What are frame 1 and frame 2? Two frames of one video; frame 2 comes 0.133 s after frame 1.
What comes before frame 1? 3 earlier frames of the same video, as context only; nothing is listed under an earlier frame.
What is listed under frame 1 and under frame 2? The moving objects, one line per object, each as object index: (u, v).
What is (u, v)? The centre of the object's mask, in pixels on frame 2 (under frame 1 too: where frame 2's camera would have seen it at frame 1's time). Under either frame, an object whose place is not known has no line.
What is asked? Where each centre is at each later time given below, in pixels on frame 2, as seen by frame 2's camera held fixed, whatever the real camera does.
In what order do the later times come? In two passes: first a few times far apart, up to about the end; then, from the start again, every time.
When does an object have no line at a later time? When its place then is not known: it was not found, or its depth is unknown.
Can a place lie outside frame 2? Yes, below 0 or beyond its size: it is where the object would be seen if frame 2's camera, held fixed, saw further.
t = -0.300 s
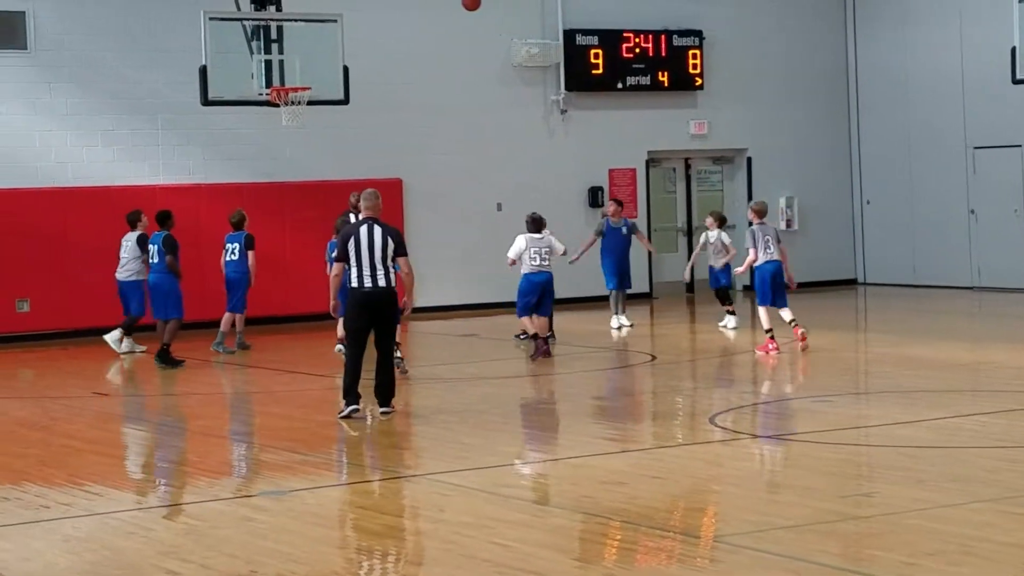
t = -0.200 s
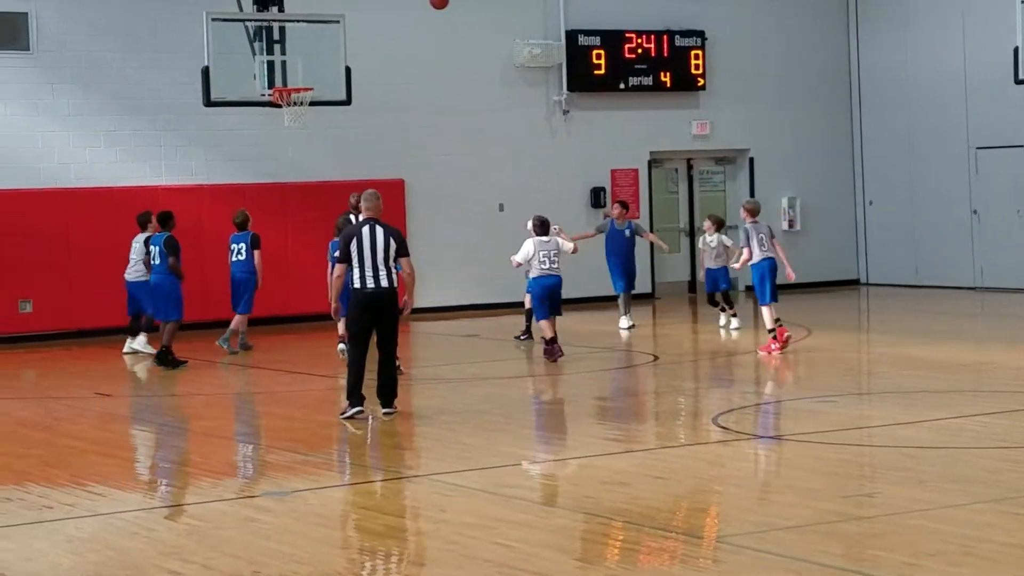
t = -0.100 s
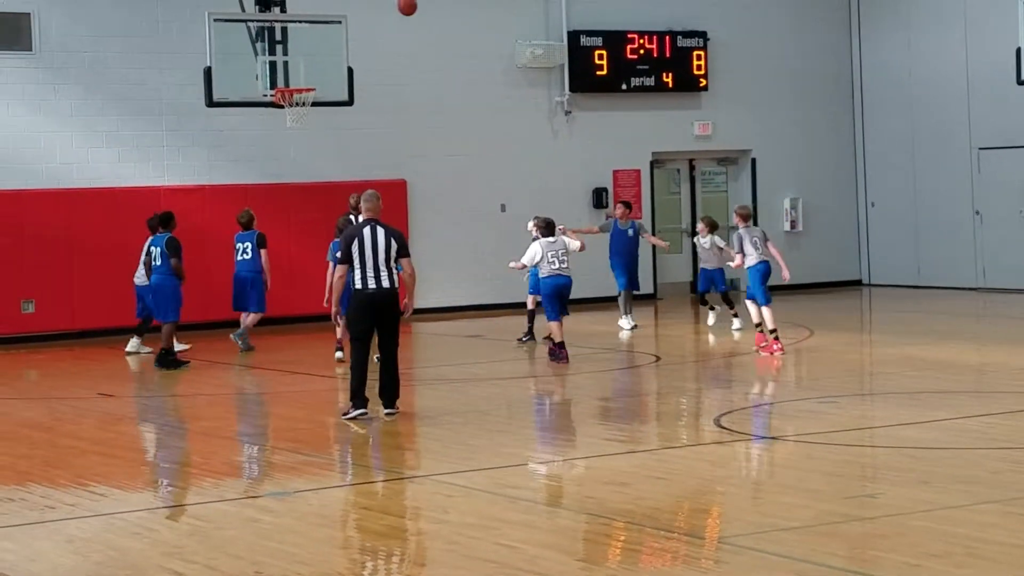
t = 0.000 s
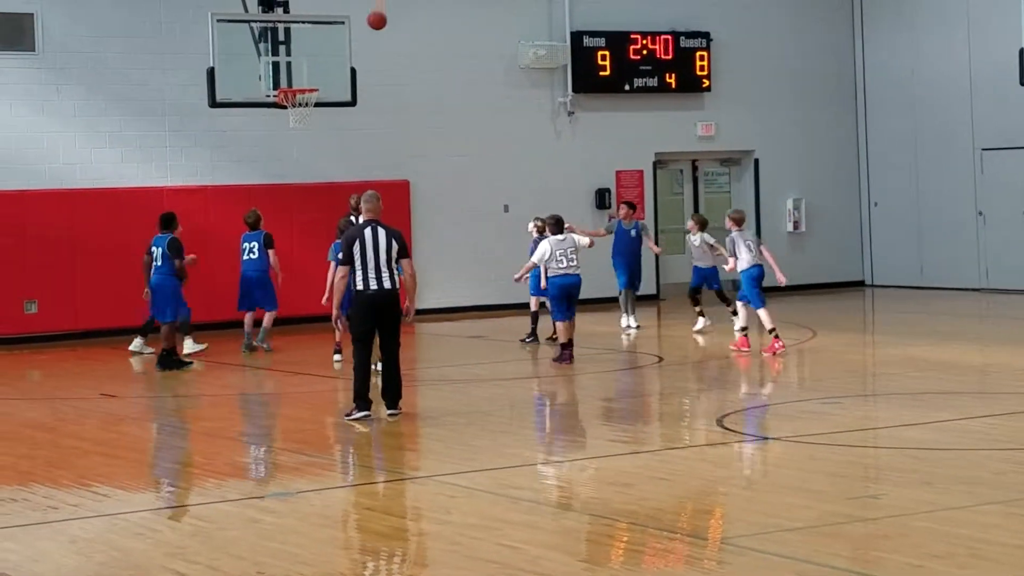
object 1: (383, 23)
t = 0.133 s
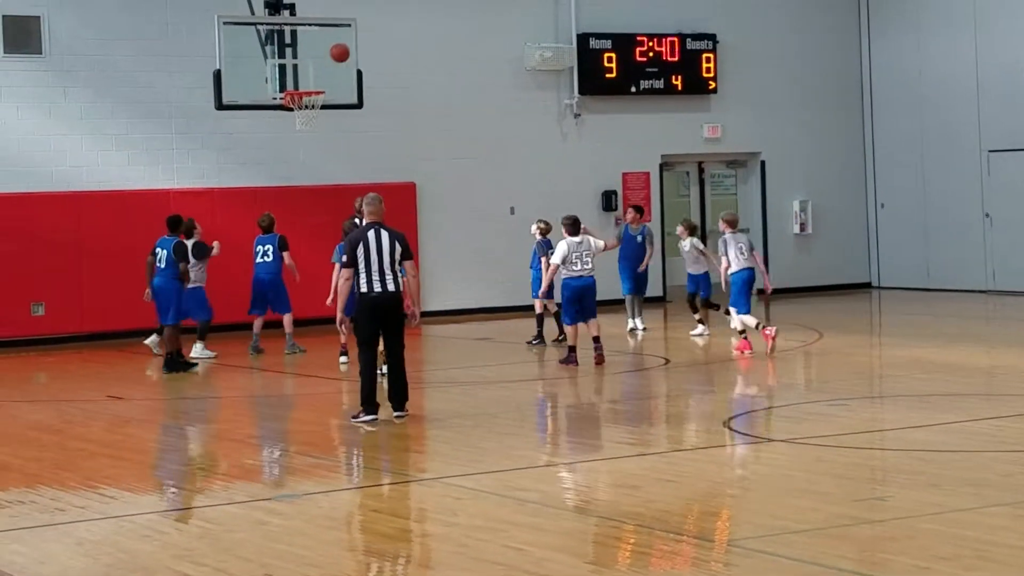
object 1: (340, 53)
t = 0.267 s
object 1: (301, 76)
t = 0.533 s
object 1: (250, 42)
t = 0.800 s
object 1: (199, 64)
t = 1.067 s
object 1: (154, 148)
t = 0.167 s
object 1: (329, 62)
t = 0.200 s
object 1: (318, 73)
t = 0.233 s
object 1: (308, 83)
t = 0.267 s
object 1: (301, 76)
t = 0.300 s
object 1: (295, 69)
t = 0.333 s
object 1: (288, 63)
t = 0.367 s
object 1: (282, 56)
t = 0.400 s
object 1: (276, 52)
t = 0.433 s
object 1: (269, 48)
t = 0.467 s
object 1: (262, 45)
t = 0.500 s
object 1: (256, 43)
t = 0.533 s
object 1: (250, 42)
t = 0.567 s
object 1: (243, 41)
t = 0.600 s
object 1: (237, 42)
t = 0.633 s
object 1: (230, 43)
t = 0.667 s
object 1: (223, 46)
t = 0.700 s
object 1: (218, 49)
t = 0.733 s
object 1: (211, 53)
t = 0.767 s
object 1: (205, 58)
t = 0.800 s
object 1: (199, 64)
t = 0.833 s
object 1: (192, 72)
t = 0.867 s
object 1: (187, 80)
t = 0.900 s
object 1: (181, 89)
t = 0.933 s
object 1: (175, 99)
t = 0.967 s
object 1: (169, 109)
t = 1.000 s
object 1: (164, 122)
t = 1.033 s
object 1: (158, 134)
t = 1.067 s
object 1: (154, 148)
